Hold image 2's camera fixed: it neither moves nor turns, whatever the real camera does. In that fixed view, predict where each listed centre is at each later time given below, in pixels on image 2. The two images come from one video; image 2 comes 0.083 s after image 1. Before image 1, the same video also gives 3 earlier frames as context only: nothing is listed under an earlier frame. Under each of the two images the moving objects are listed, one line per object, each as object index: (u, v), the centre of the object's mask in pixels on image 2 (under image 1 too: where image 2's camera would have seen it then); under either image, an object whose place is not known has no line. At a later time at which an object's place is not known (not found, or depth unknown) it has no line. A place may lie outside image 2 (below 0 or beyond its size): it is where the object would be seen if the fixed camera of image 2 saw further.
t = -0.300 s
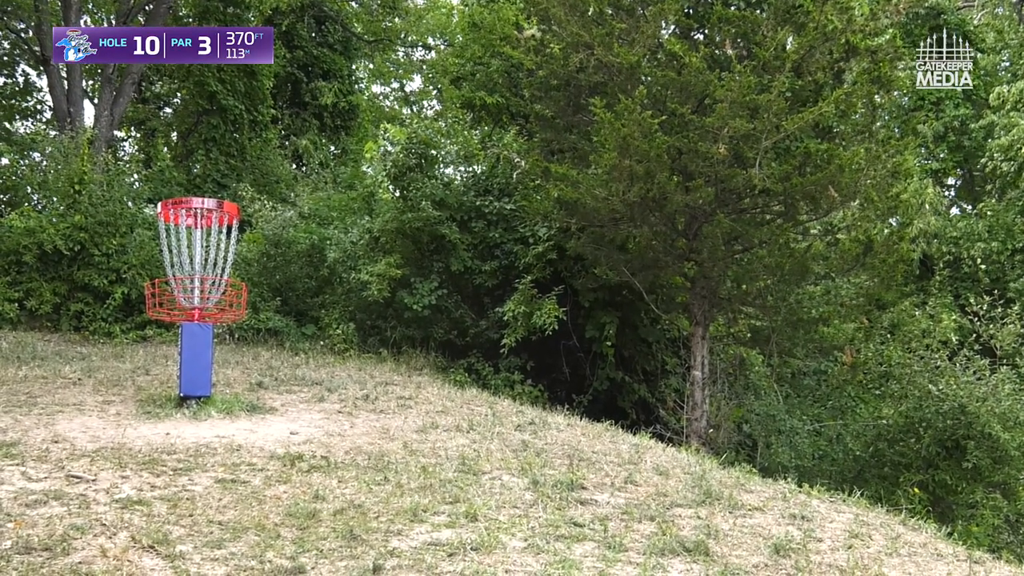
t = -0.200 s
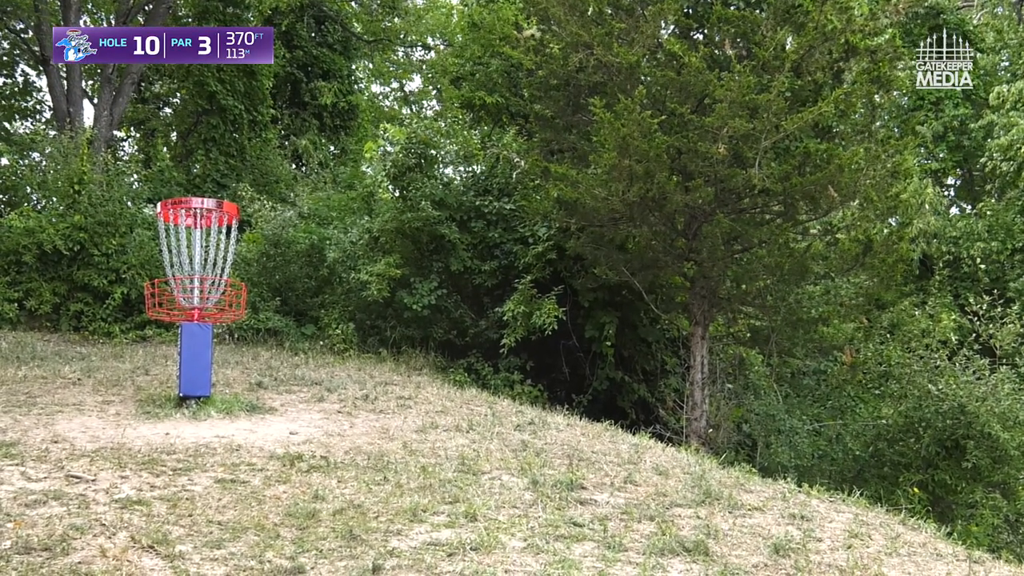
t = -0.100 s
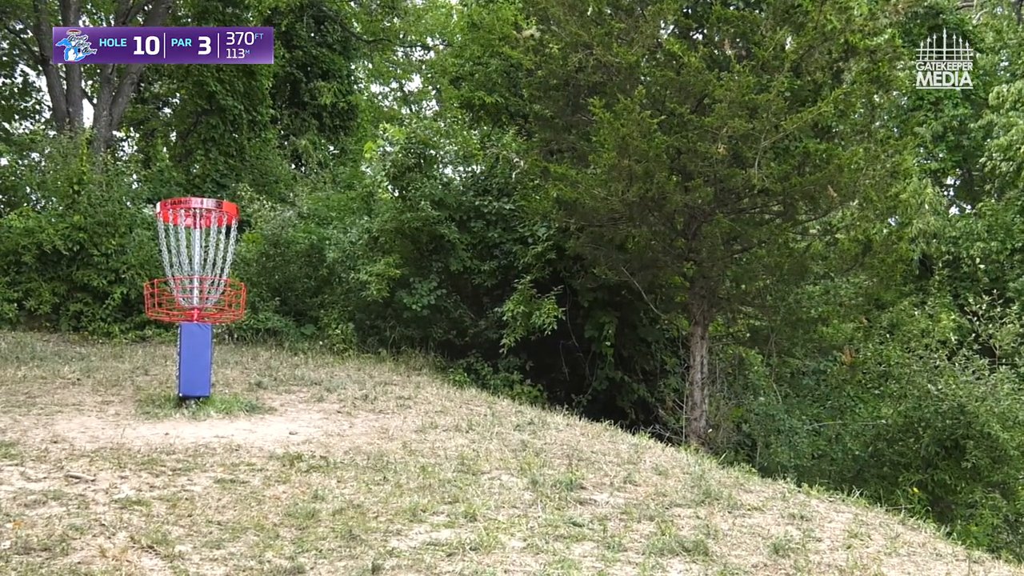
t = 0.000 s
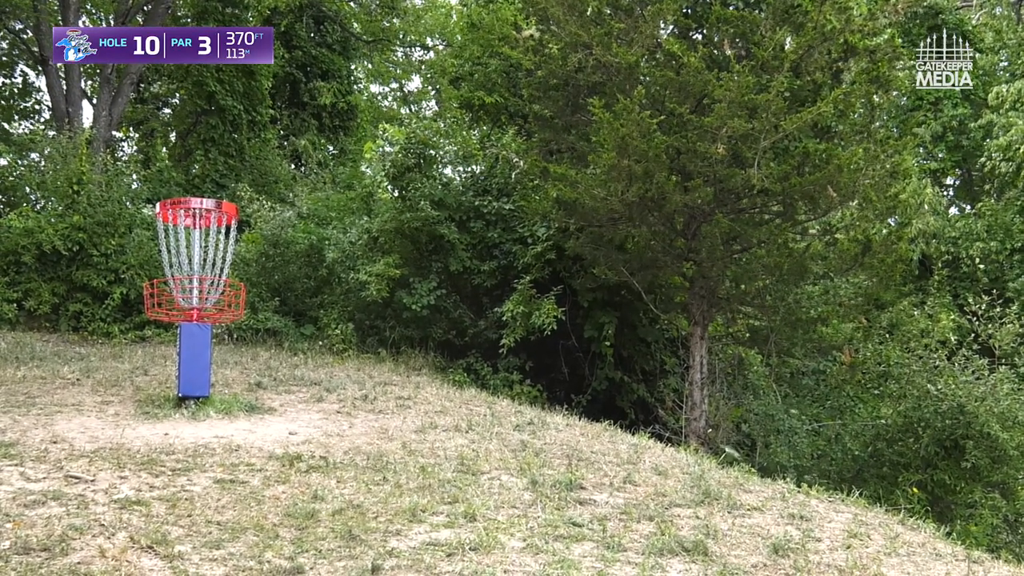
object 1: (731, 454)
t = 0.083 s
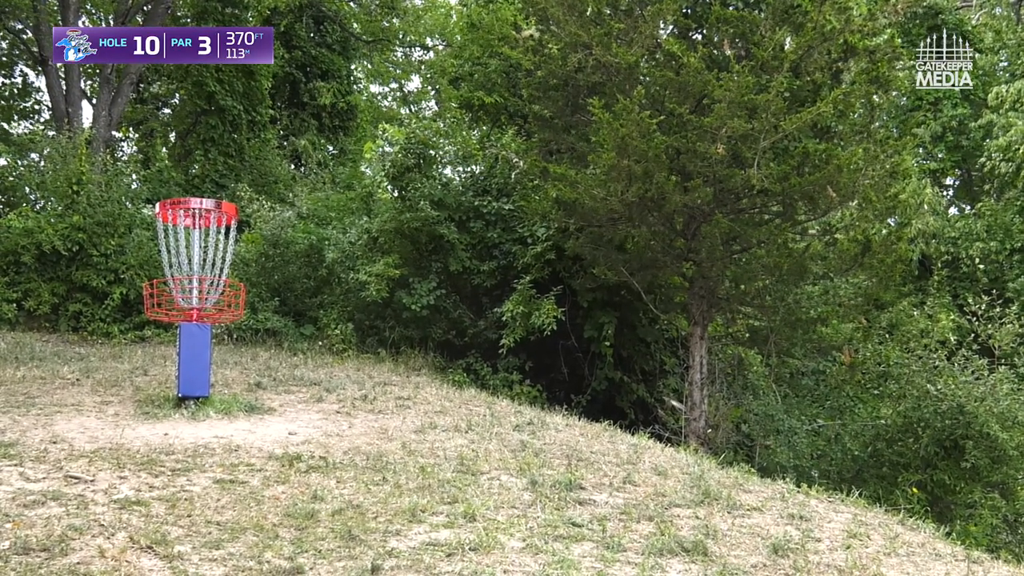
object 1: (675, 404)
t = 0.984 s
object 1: (18, 180)
